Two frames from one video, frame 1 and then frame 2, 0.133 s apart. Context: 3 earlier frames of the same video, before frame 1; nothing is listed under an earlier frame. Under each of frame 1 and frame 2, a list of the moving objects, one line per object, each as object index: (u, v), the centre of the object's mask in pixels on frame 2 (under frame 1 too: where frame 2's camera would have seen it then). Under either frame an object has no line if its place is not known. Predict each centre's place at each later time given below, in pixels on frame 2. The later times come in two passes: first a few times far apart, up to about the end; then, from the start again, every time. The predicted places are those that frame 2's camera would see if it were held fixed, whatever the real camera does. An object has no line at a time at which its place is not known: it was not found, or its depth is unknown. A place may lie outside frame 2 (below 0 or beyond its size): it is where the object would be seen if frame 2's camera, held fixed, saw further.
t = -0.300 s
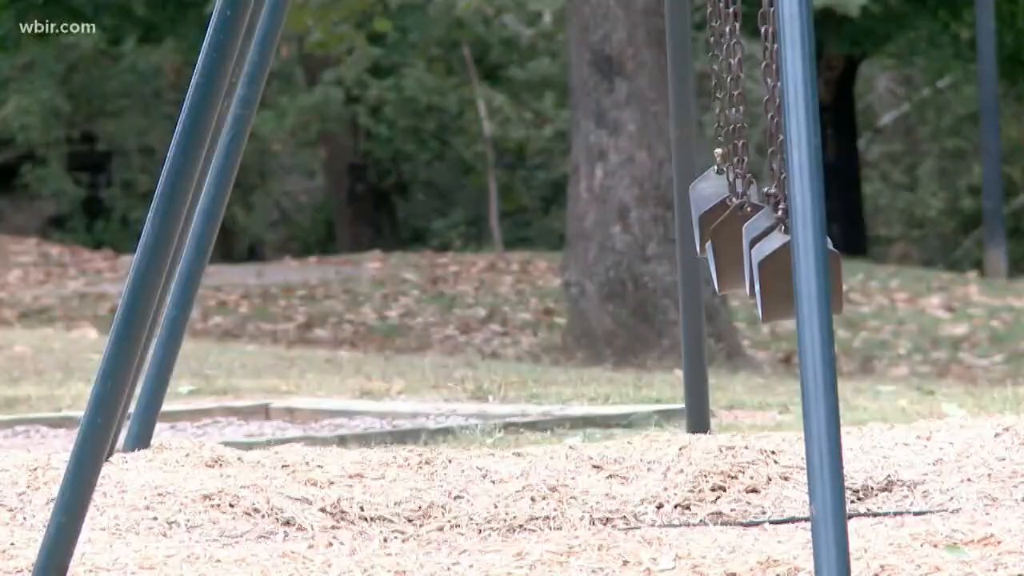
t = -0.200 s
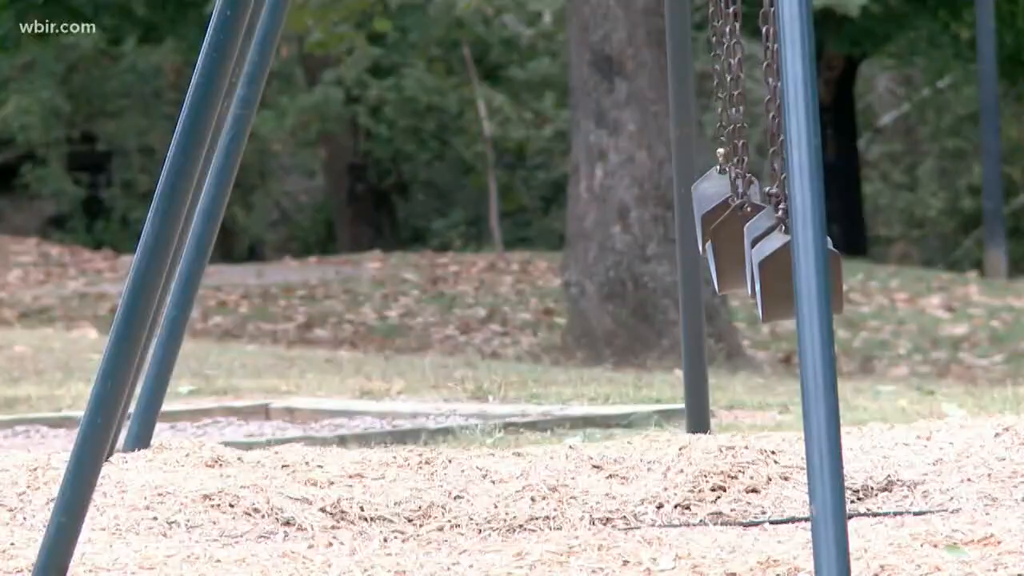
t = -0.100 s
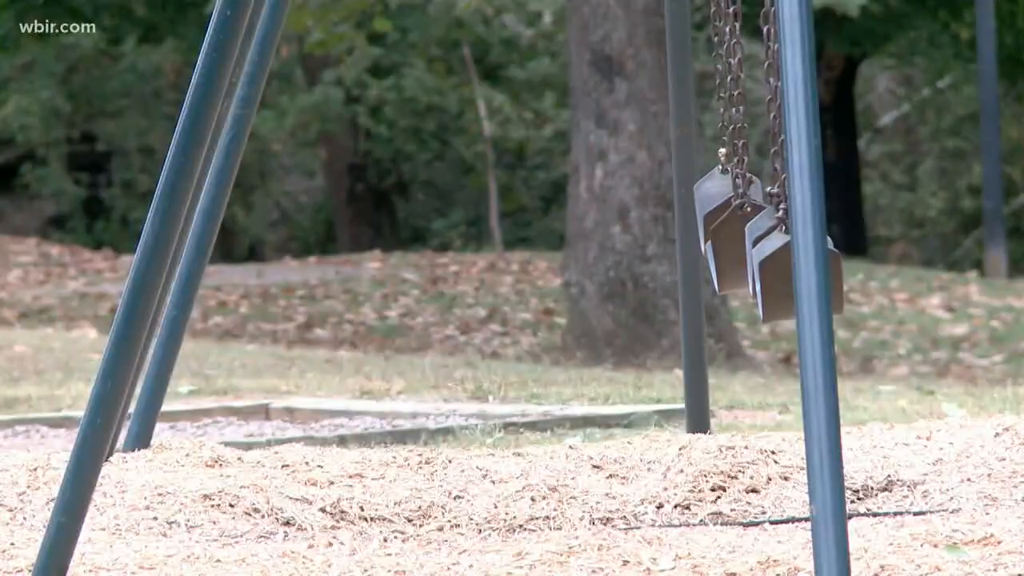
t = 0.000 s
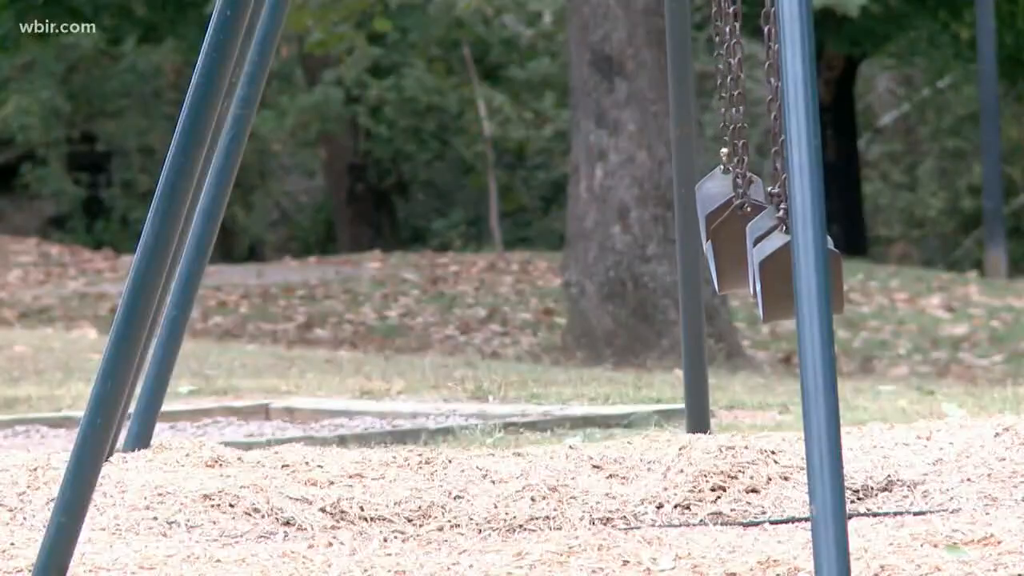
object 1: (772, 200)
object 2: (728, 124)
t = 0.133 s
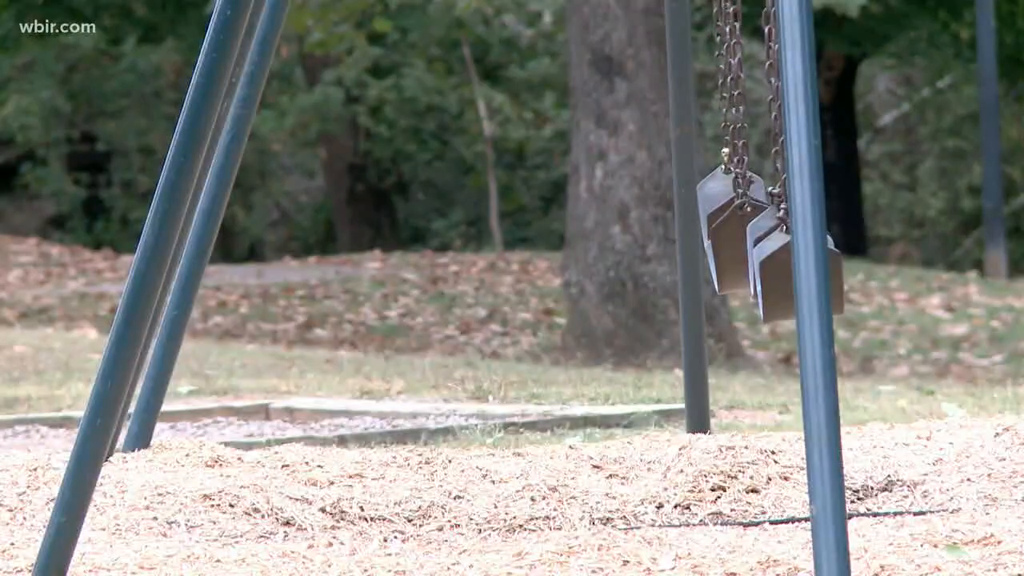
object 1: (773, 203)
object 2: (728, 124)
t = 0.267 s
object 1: (773, 203)
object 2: (729, 124)
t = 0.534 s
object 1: (771, 200)
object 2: (727, 125)
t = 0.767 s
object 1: (770, 194)
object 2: (724, 125)
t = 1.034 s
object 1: (770, 183)
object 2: (720, 126)
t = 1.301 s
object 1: (769, 178)
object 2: (716, 127)
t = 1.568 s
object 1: (769, 175)
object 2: (713, 135)
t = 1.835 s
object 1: (770, 176)
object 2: (713, 136)
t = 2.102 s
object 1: (770, 181)
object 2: (715, 134)
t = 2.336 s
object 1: (769, 192)
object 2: (719, 126)
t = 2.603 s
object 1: (771, 197)
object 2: (723, 125)
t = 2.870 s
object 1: (773, 203)
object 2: (727, 125)
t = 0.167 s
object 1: (773, 203)
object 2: (729, 124)
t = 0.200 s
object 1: (773, 203)
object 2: (729, 124)
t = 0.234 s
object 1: (773, 203)
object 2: (729, 124)
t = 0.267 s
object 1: (773, 203)
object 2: (729, 124)
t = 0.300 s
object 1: (772, 203)
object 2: (729, 124)
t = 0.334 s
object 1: (772, 202)
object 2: (729, 124)
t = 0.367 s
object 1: (772, 201)
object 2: (728, 124)
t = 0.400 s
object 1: (772, 201)
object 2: (728, 124)
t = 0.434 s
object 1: (772, 201)
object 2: (728, 124)
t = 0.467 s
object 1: (772, 200)
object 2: (728, 124)
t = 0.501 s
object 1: (772, 200)
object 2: (728, 124)
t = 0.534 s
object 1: (771, 200)
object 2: (727, 125)
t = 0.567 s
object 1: (771, 198)
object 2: (727, 125)
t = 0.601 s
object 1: (771, 197)
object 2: (727, 125)
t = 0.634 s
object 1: (771, 197)
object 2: (726, 124)
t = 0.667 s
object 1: (771, 196)
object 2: (726, 124)
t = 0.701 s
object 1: (770, 195)
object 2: (725, 124)
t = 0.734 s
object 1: (770, 195)
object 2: (725, 124)
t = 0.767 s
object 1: (770, 194)
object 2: (724, 125)
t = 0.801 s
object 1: (770, 193)
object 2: (724, 125)
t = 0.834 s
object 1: (769, 192)
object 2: (723, 125)
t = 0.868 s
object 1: (769, 191)
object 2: (723, 125)
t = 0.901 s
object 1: (769, 191)
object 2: (722, 125)
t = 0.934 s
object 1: (768, 191)
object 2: (722, 126)
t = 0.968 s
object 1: (768, 190)
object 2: (721, 126)
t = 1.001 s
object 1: (770, 184)
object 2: (721, 126)
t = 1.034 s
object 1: (770, 183)
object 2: (720, 126)
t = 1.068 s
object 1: (770, 182)
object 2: (720, 126)
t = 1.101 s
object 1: (770, 182)
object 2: (719, 126)
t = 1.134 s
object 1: (770, 181)
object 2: (719, 126)
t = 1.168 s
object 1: (769, 180)
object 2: (718, 126)
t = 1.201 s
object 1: (769, 179)
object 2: (718, 126)
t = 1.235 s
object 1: (769, 179)
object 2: (717, 126)
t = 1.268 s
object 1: (769, 178)
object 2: (717, 126)
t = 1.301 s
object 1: (769, 178)
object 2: (716, 127)
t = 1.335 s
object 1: (769, 177)
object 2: (716, 128)
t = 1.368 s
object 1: (769, 176)
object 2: (715, 133)
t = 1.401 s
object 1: (769, 175)
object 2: (714, 134)
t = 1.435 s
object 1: (769, 175)
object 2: (714, 134)
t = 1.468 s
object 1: (769, 175)
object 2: (714, 134)
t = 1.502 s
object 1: (769, 175)
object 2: (714, 135)
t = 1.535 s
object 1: (769, 175)
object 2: (713, 135)
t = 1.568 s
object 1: (769, 175)
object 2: (713, 135)
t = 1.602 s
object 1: (769, 175)
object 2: (713, 136)
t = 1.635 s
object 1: (769, 175)
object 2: (713, 135)
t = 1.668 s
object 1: (769, 175)
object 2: (713, 136)
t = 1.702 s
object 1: (769, 176)
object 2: (713, 136)
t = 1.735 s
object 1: (769, 176)
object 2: (713, 136)
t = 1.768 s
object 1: (769, 176)
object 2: (713, 136)
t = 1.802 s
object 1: (769, 176)
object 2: (713, 136)
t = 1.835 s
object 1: (770, 176)
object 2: (713, 136)
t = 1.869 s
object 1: (770, 177)
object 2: (713, 136)
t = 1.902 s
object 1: (770, 177)
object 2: (713, 136)
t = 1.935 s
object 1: (770, 178)
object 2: (714, 136)
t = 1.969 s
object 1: (770, 178)
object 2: (714, 136)
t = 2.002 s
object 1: (770, 178)
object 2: (714, 136)
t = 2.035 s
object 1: (770, 179)
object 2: (714, 135)
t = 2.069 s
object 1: (770, 180)
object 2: (715, 135)
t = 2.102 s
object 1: (770, 181)
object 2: (715, 134)
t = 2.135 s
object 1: (771, 181)
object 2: (716, 134)
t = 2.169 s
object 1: (771, 182)
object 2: (716, 133)
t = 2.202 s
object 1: (771, 184)
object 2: (716, 133)
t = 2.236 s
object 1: (769, 190)
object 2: (717, 132)
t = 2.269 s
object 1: (769, 191)
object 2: (717, 131)
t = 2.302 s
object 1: (769, 191)
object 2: (718, 126)
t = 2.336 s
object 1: (769, 192)
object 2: (719, 126)
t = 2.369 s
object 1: (770, 193)
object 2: (719, 125)
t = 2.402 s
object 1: (770, 194)
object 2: (720, 125)
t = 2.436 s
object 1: (770, 194)
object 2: (720, 125)
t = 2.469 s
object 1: (770, 195)
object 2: (721, 125)
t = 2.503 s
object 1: (771, 195)
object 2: (722, 125)
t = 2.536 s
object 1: (771, 196)
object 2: (722, 125)
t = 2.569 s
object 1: (771, 197)
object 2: (723, 125)
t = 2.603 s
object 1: (771, 197)
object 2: (723, 125)
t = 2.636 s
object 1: (772, 199)
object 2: (724, 124)
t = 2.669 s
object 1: (772, 199)
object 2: (724, 125)
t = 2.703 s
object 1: (772, 199)
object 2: (725, 124)
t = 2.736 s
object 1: (772, 201)
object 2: (725, 125)
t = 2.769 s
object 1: (772, 201)
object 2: (726, 124)
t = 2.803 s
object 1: (772, 202)
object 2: (726, 124)
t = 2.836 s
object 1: (773, 203)
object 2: (726, 124)
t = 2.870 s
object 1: (773, 203)
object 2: (727, 125)
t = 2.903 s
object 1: (773, 203)
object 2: (727, 125)
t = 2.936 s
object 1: (773, 203)
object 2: (727, 124)
